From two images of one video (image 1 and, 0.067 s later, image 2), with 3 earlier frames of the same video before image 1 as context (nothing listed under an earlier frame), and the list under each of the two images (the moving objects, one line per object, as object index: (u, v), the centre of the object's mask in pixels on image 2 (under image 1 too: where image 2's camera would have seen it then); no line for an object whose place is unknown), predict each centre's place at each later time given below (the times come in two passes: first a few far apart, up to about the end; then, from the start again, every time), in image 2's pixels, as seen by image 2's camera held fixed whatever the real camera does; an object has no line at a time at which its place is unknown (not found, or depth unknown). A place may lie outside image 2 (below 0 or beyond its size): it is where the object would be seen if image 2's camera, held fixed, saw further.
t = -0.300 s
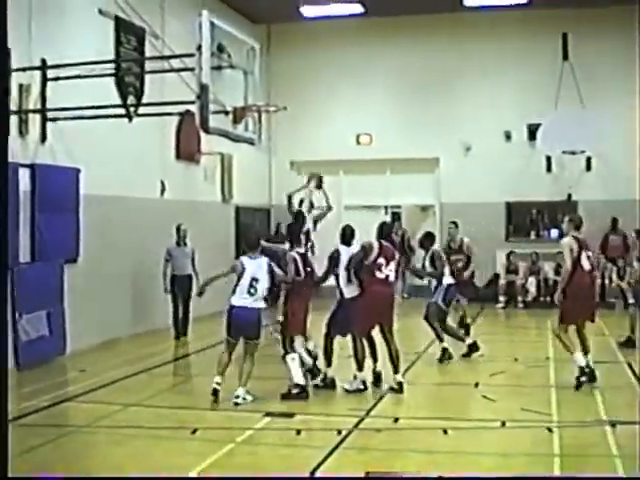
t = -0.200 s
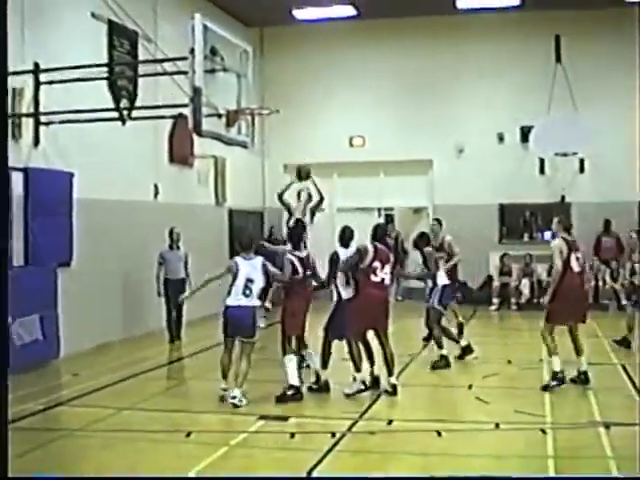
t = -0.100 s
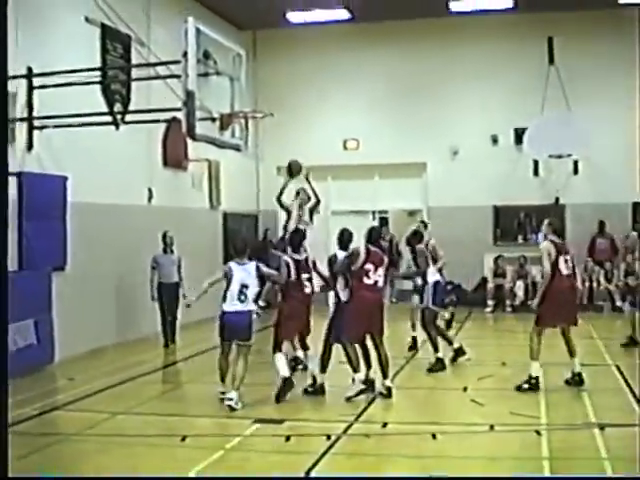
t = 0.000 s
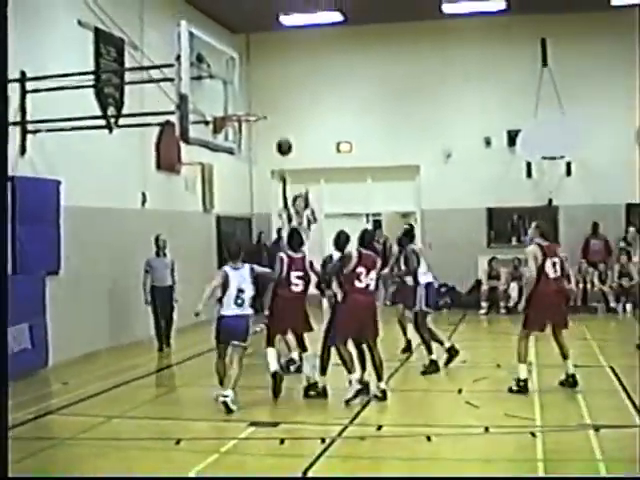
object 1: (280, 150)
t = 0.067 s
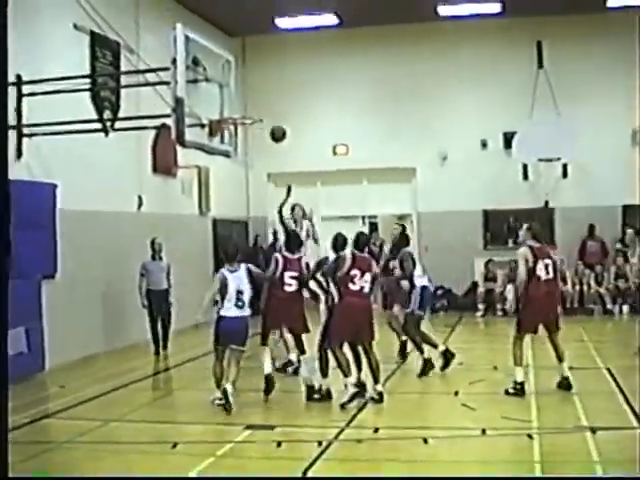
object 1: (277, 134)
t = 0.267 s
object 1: (268, 104)
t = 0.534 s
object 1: (256, 111)
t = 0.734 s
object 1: (243, 106)
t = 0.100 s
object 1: (276, 127)
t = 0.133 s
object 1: (274, 121)
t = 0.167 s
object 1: (272, 116)
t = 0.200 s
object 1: (271, 111)
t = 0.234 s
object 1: (269, 107)
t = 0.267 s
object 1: (268, 104)
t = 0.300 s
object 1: (266, 102)
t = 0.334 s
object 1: (265, 101)
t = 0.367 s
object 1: (263, 100)
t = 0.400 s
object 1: (262, 101)
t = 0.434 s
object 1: (261, 102)
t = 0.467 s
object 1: (259, 104)
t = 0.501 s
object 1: (257, 108)
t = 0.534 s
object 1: (256, 111)
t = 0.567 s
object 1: (255, 111)
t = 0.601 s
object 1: (253, 111)
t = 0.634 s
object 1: (252, 111)
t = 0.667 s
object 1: (249, 110)
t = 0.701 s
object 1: (246, 108)
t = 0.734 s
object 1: (243, 106)
